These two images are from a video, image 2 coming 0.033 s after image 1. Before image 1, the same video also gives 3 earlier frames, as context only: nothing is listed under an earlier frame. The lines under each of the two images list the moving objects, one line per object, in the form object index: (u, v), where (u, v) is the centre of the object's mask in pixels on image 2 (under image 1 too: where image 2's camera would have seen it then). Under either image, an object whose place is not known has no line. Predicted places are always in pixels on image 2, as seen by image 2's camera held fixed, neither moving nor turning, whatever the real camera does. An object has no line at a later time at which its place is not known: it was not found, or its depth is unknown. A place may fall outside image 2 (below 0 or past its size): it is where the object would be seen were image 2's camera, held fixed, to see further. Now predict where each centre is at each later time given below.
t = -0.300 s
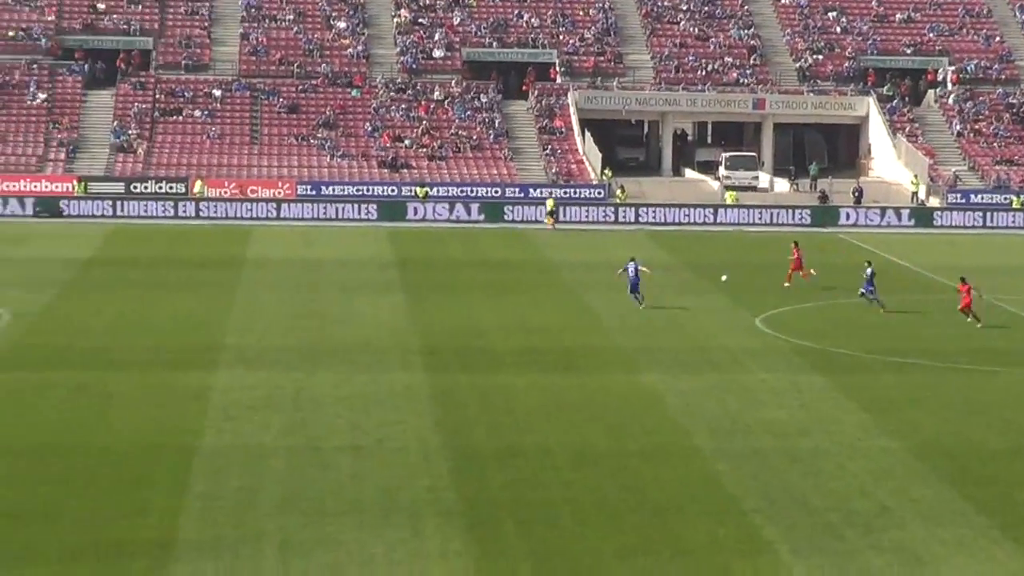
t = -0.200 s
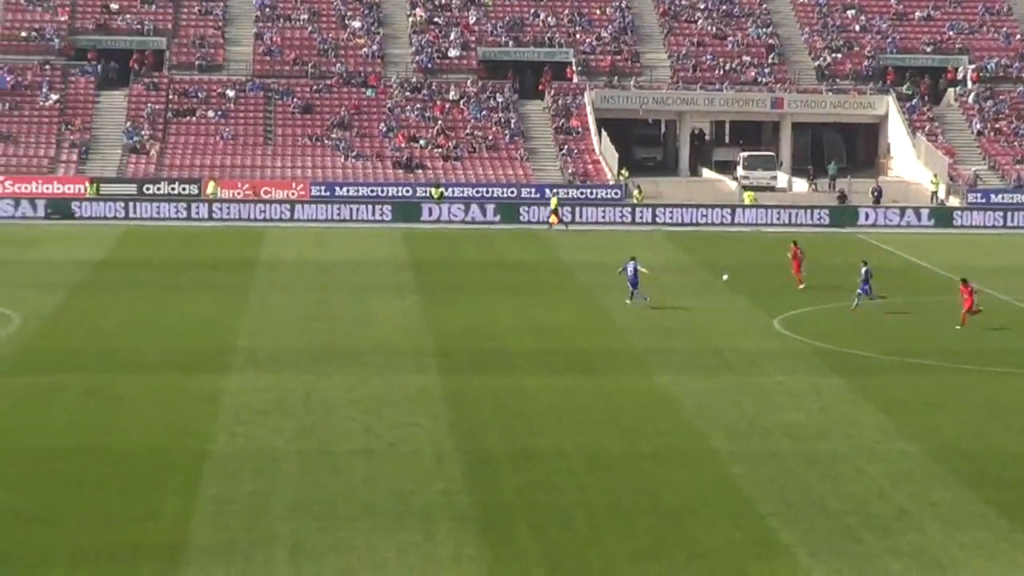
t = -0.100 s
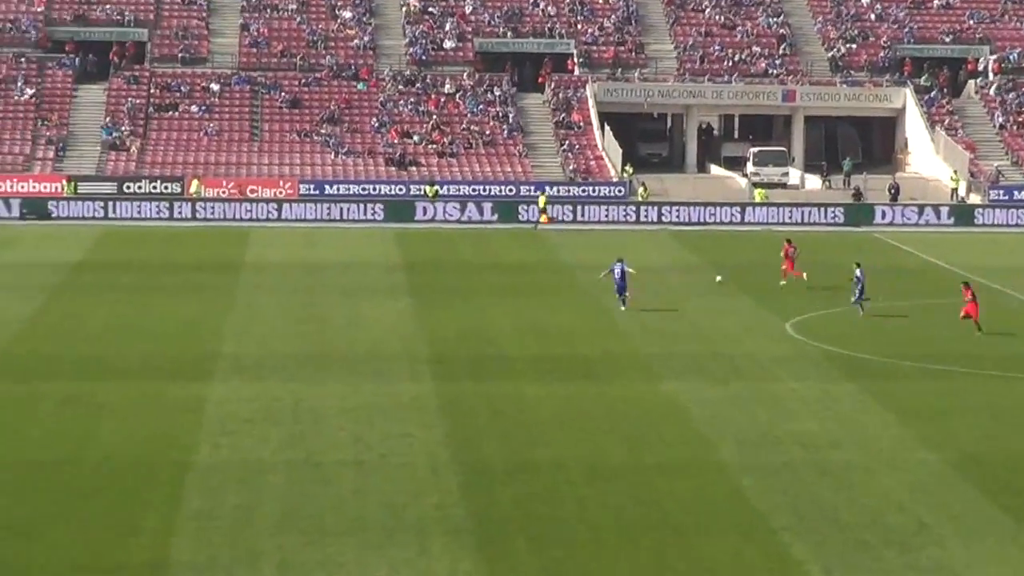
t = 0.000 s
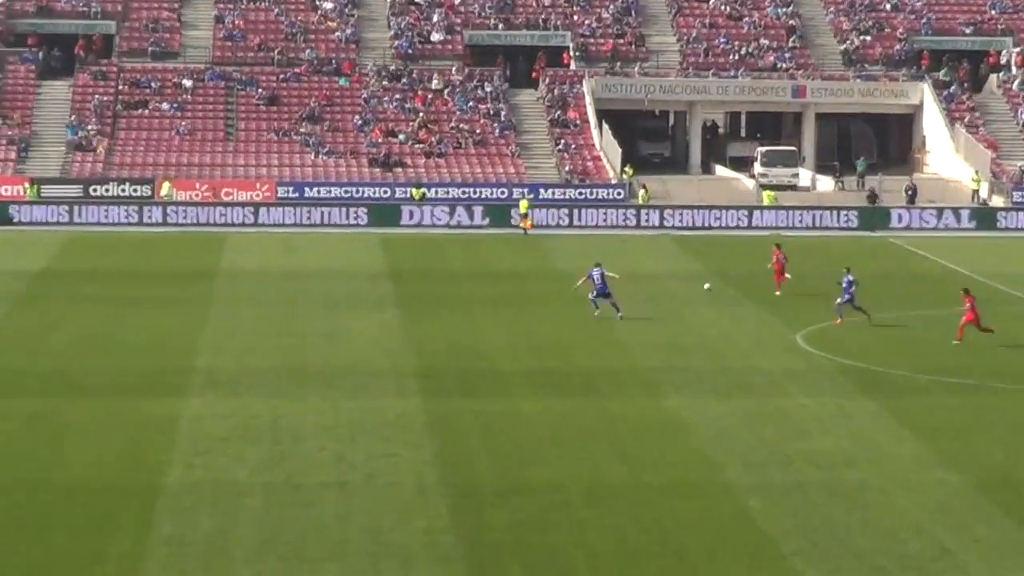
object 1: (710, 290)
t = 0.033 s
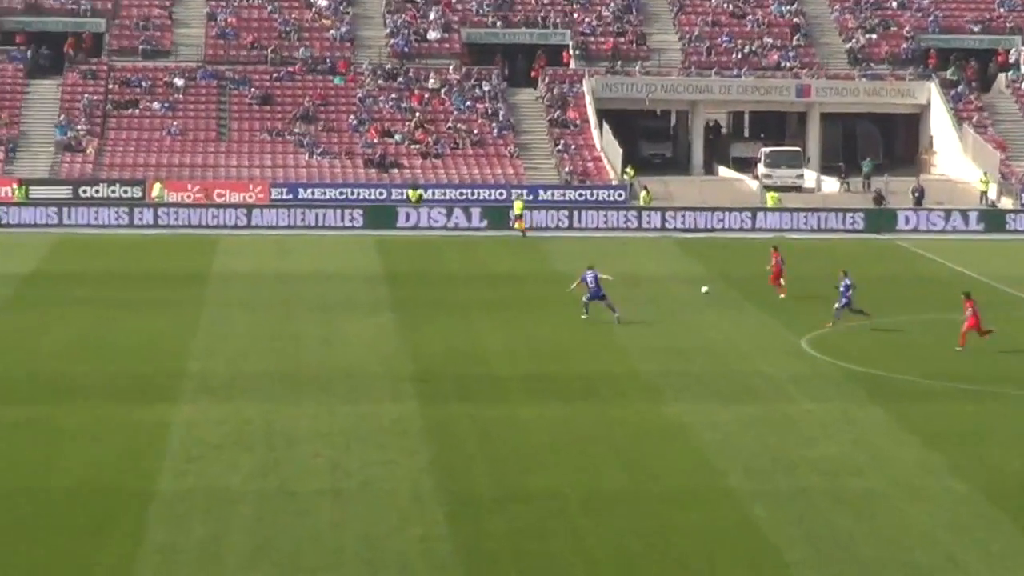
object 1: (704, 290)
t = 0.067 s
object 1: (699, 289)
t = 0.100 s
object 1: (693, 289)
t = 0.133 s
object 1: (687, 289)
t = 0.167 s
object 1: (682, 288)
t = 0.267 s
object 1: (666, 286)
